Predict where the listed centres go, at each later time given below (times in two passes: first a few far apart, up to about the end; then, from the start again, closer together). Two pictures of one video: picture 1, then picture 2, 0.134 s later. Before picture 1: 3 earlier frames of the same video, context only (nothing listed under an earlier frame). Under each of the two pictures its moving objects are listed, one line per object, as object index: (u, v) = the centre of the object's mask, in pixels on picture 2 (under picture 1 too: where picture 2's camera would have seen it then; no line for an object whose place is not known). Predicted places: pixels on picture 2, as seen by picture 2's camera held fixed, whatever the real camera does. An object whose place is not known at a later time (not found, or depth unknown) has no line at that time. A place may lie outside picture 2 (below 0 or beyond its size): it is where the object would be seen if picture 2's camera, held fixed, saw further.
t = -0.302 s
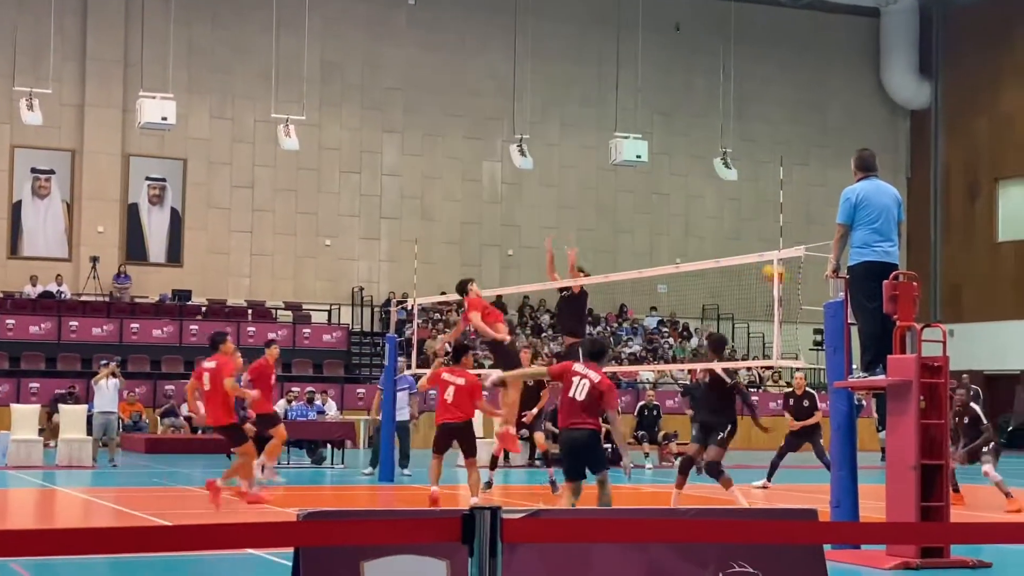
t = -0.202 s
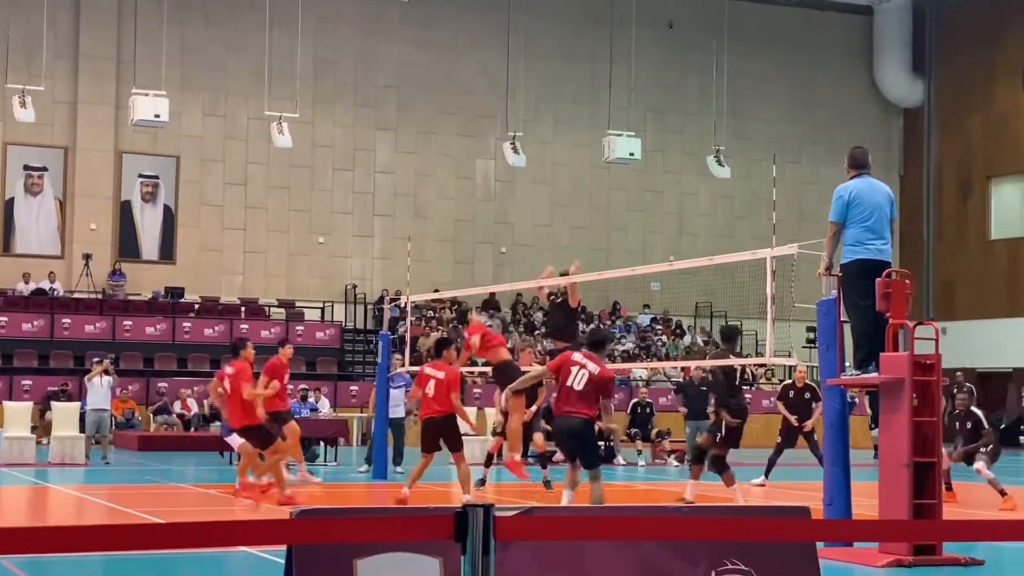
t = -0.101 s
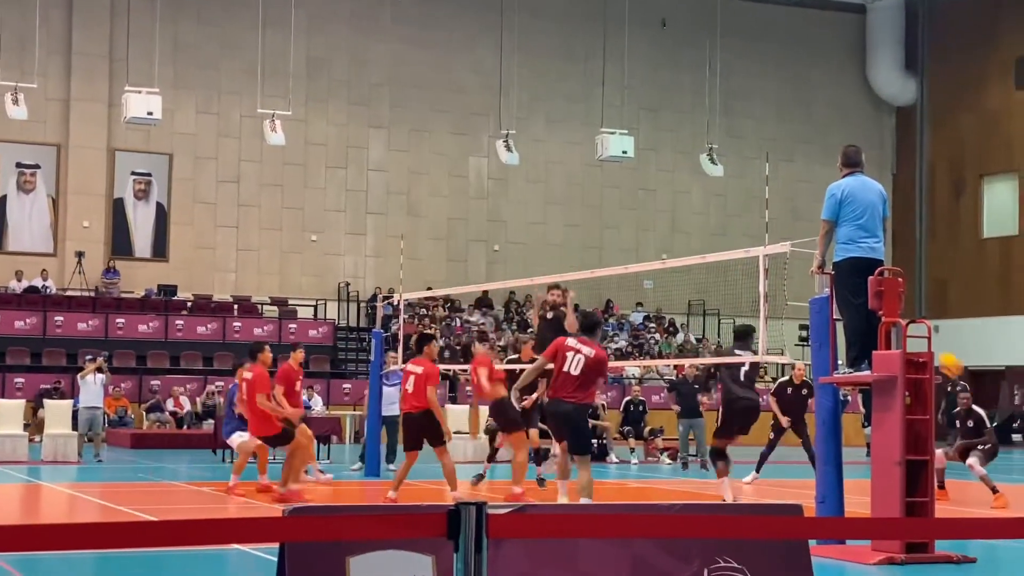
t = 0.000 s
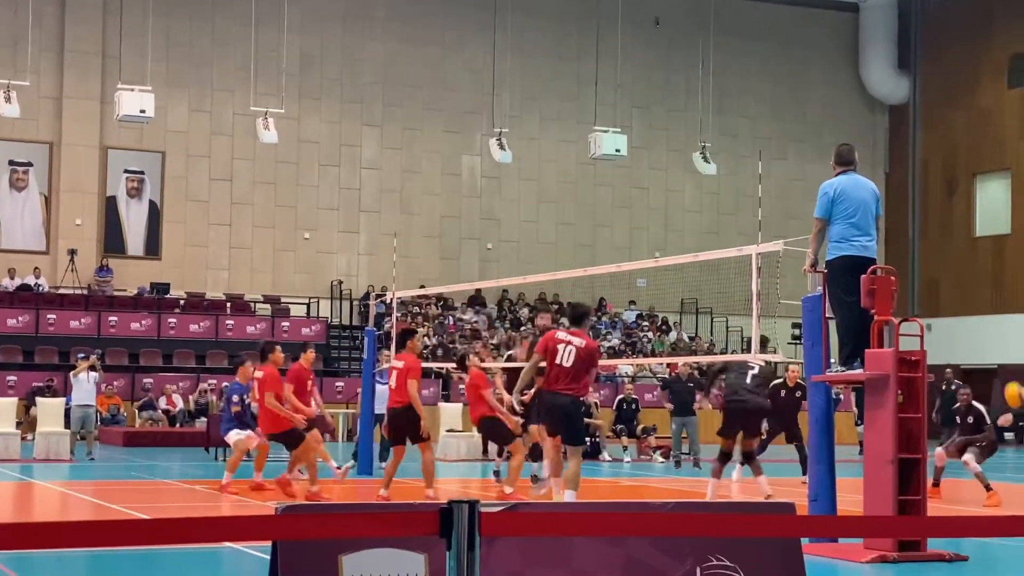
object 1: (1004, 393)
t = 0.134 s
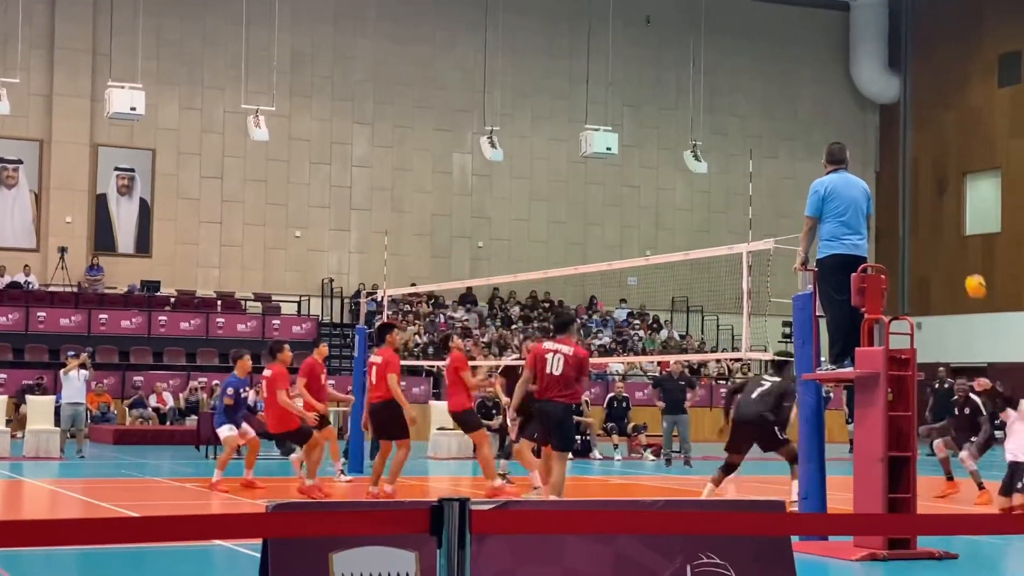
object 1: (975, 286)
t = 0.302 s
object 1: (943, 182)
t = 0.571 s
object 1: (901, 75)
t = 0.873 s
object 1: (860, 33)
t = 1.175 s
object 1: (821, 67)
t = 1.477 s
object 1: (785, 165)
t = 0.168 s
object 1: (968, 263)
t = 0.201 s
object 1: (961, 241)
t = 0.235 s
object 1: (955, 220)
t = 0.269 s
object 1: (949, 200)
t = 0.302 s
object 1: (943, 182)
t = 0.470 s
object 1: (915, 107)
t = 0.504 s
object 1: (910, 96)
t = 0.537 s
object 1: (906, 85)
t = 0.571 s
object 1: (901, 75)
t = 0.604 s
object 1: (896, 66)
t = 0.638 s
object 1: (892, 59)
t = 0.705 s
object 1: (882, 46)
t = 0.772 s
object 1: (873, 39)
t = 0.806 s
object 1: (868, 36)
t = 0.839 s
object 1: (865, 34)
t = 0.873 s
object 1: (860, 33)
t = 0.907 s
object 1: (855, 33)
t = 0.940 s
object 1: (850, 35)
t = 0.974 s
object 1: (846, 36)
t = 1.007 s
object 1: (842, 39)
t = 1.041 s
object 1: (838, 43)
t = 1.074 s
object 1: (834, 47)
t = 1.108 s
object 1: (830, 53)
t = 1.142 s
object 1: (826, 59)
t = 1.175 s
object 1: (821, 67)
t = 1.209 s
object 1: (817, 74)
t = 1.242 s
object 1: (813, 83)
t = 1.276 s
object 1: (809, 93)
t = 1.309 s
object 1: (805, 103)
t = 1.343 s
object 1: (801, 114)
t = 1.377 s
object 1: (797, 126)
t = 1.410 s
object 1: (793, 139)
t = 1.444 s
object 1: (789, 152)
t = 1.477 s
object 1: (785, 165)
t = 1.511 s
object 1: (780, 180)
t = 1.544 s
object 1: (776, 196)
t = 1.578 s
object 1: (772, 212)
